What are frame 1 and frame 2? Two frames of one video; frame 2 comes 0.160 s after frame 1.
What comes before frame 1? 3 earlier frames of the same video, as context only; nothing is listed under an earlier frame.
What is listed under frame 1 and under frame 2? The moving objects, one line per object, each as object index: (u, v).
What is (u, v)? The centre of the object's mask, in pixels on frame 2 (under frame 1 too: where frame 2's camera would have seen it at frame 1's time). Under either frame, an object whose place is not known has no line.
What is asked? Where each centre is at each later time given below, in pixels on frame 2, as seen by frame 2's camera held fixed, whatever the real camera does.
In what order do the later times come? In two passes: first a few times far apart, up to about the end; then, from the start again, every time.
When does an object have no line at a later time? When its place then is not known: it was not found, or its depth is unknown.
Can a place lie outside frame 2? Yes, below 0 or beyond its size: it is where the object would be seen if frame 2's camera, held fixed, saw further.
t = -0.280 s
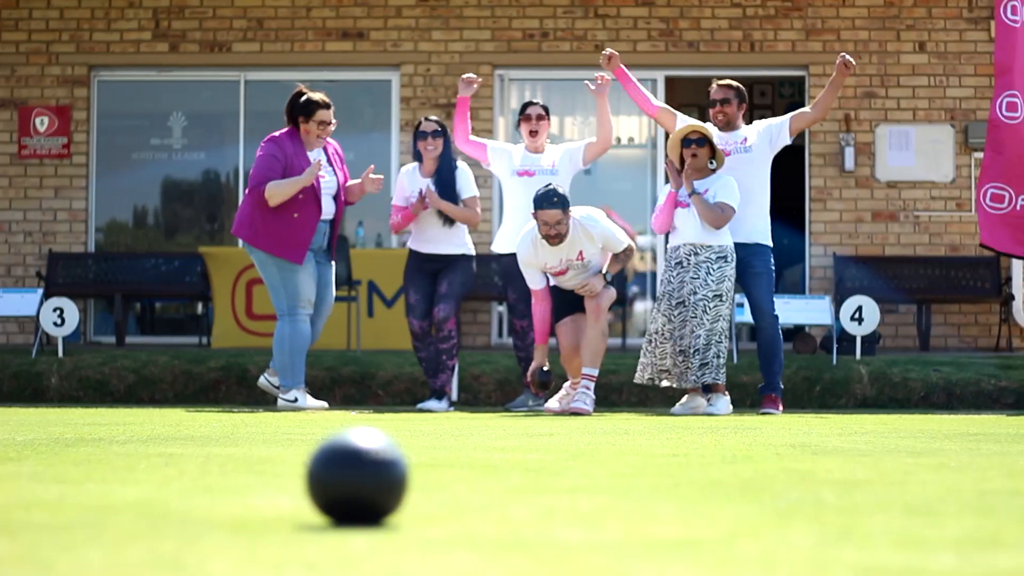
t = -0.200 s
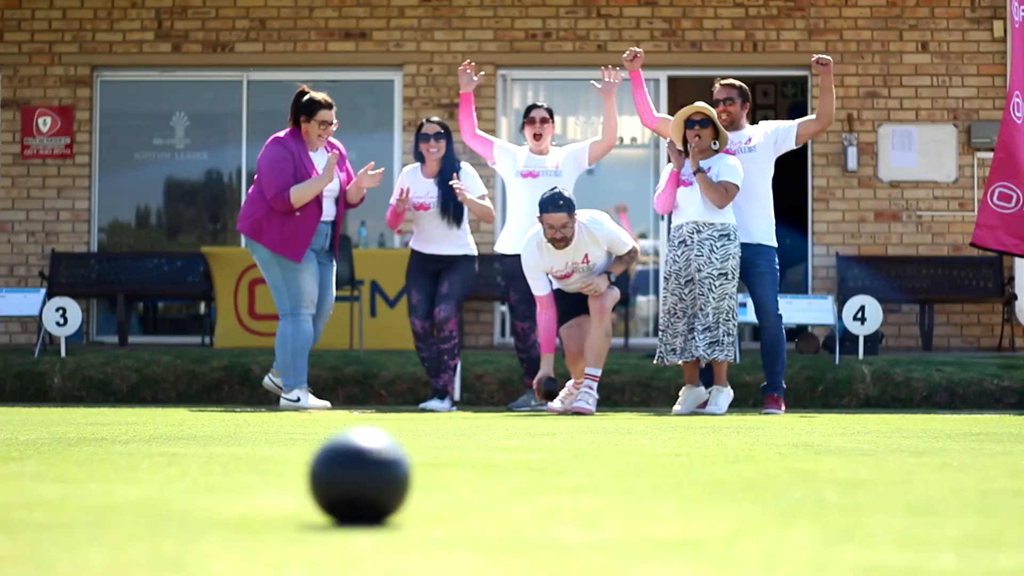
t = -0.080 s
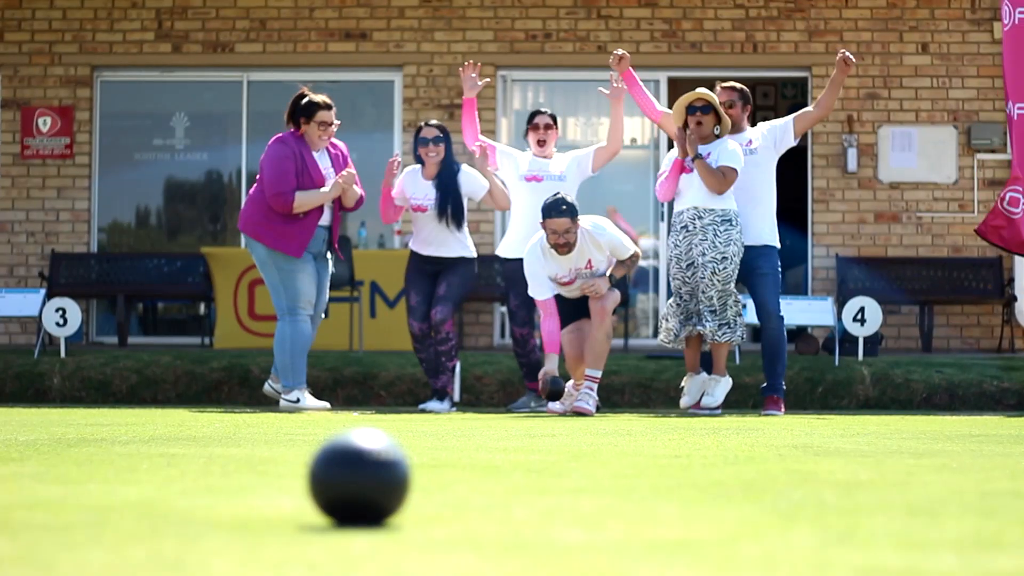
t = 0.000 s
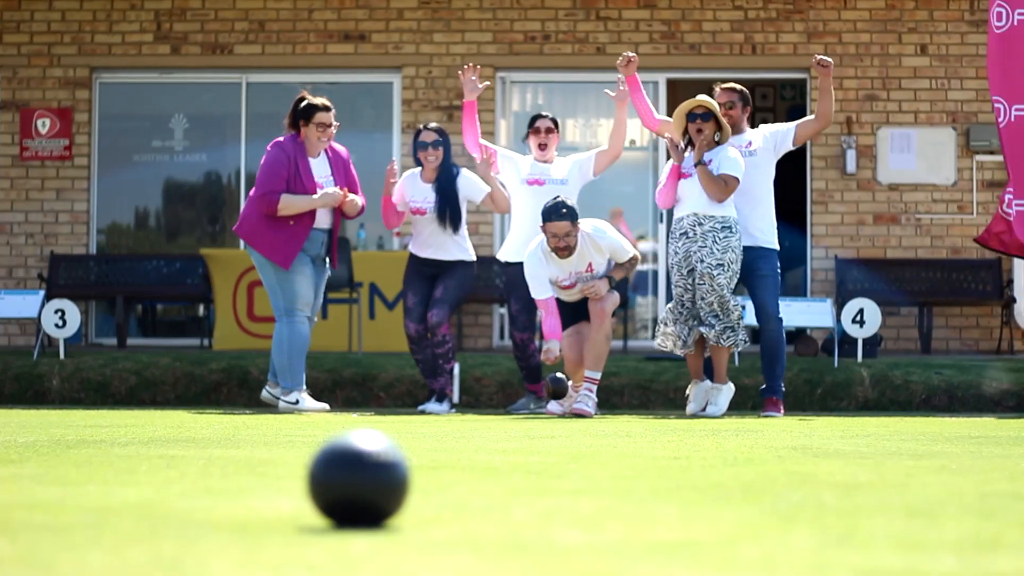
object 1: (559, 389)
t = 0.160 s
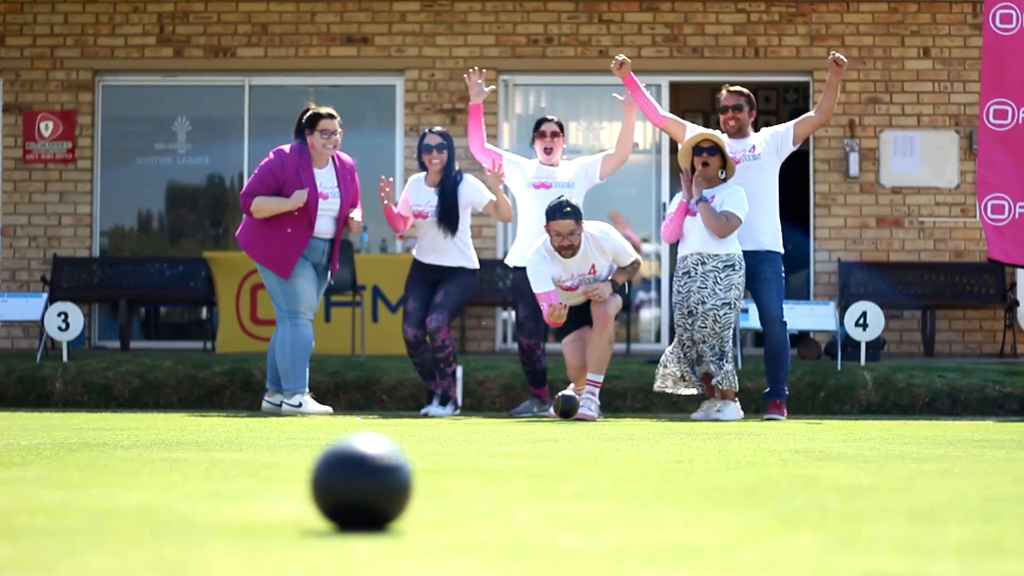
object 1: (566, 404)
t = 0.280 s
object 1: (570, 409)
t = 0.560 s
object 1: (581, 413)
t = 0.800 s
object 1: (590, 415)
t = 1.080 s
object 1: (600, 419)
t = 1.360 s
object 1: (605, 423)
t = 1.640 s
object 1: (608, 427)
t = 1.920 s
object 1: (607, 432)
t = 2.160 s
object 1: (603, 437)
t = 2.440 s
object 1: (592, 443)
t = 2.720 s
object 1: (574, 450)
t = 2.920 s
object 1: (556, 457)
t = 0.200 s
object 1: (567, 402)
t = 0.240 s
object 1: (569, 403)
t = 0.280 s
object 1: (570, 409)
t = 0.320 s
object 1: (572, 410)
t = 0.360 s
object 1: (573, 409)
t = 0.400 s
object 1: (575, 411)
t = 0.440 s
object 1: (576, 412)
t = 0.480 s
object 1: (577, 413)
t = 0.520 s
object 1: (579, 413)
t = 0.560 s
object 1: (581, 413)
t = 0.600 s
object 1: (583, 414)
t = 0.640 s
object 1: (584, 413)
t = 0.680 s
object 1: (586, 414)
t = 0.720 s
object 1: (587, 414)
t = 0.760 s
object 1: (588, 415)
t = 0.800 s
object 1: (590, 415)
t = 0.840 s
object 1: (592, 416)
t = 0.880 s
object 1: (593, 416)
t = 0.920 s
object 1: (595, 417)
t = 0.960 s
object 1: (596, 418)
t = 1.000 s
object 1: (597, 418)
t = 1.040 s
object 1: (599, 419)
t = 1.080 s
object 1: (600, 419)
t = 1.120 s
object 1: (601, 420)
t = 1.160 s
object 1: (602, 420)
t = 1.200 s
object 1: (603, 421)
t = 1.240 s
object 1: (604, 421)
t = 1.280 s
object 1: (605, 421)
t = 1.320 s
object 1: (605, 422)
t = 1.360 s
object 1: (605, 423)
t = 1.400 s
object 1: (606, 423)
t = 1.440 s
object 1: (606, 424)
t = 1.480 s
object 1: (607, 424)
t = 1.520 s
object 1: (607, 425)
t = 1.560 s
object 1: (607, 425)
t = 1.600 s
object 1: (608, 426)
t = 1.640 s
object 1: (608, 427)
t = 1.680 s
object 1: (608, 428)
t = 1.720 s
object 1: (608, 429)
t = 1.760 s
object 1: (608, 429)
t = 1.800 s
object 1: (608, 430)
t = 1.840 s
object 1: (607, 431)
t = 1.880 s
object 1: (607, 431)
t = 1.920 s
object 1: (607, 432)
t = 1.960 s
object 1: (607, 434)
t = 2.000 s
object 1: (606, 434)
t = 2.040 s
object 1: (606, 435)
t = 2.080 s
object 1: (605, 436)
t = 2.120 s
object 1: (604, 436)
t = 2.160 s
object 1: (603, 437)
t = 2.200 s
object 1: (602, 438)
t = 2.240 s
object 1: (600, 439)
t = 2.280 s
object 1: (599, 439)
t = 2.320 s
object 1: (597, 440)
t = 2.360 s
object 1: (595, 441)
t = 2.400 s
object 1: (594, 442)
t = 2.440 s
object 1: (592, 443)
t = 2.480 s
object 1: (590, 444)
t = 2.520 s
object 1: (588, 445)
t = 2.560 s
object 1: (585, 446)
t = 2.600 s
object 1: (583, 447)
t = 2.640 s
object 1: (581, 448)
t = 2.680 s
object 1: (578, 450)
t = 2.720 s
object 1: (574, 450)
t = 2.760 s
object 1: (571, 451)
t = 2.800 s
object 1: (567, 453)
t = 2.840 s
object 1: (564, 453)
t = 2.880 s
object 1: (560, 455)
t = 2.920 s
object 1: (556, 457)
